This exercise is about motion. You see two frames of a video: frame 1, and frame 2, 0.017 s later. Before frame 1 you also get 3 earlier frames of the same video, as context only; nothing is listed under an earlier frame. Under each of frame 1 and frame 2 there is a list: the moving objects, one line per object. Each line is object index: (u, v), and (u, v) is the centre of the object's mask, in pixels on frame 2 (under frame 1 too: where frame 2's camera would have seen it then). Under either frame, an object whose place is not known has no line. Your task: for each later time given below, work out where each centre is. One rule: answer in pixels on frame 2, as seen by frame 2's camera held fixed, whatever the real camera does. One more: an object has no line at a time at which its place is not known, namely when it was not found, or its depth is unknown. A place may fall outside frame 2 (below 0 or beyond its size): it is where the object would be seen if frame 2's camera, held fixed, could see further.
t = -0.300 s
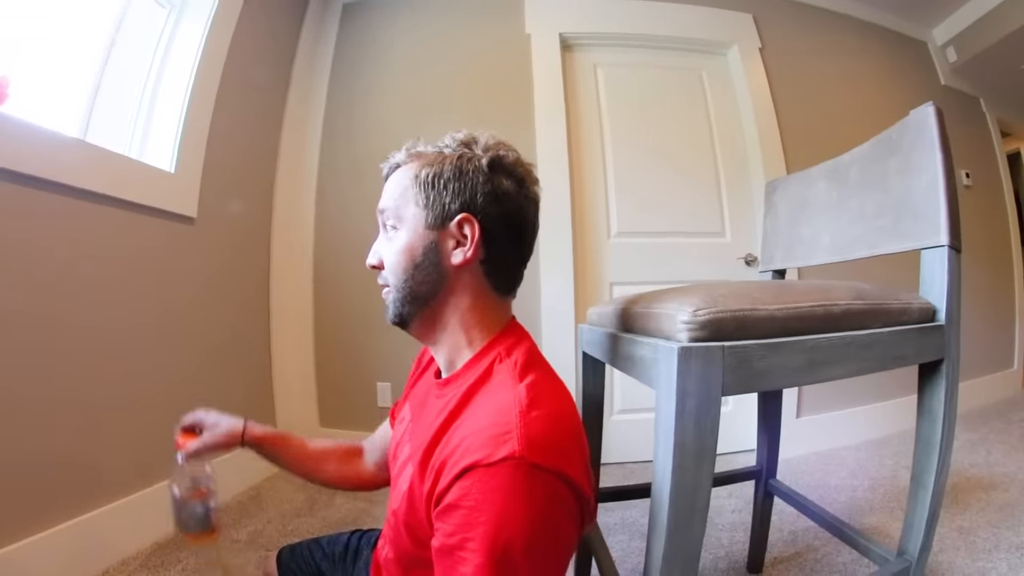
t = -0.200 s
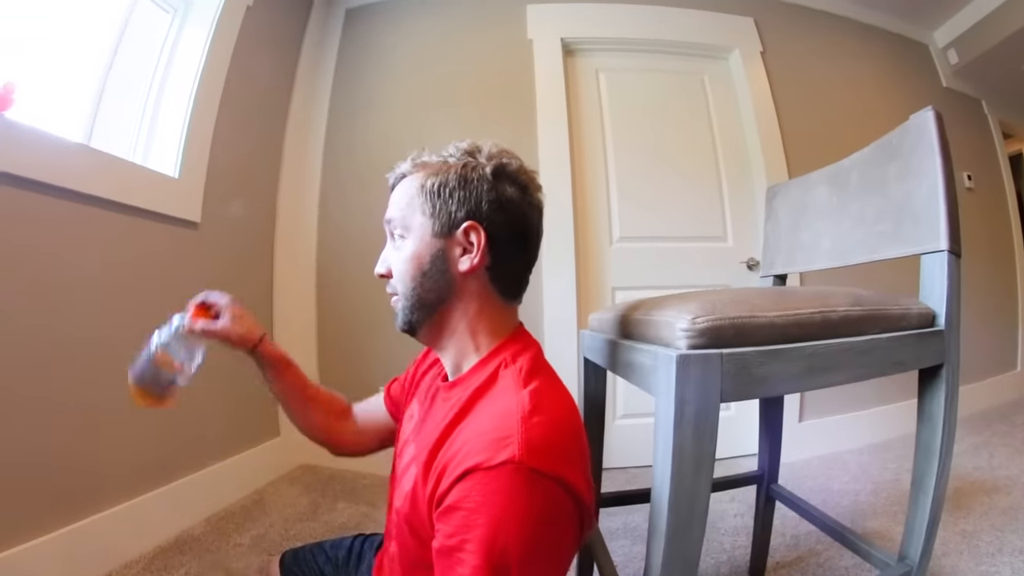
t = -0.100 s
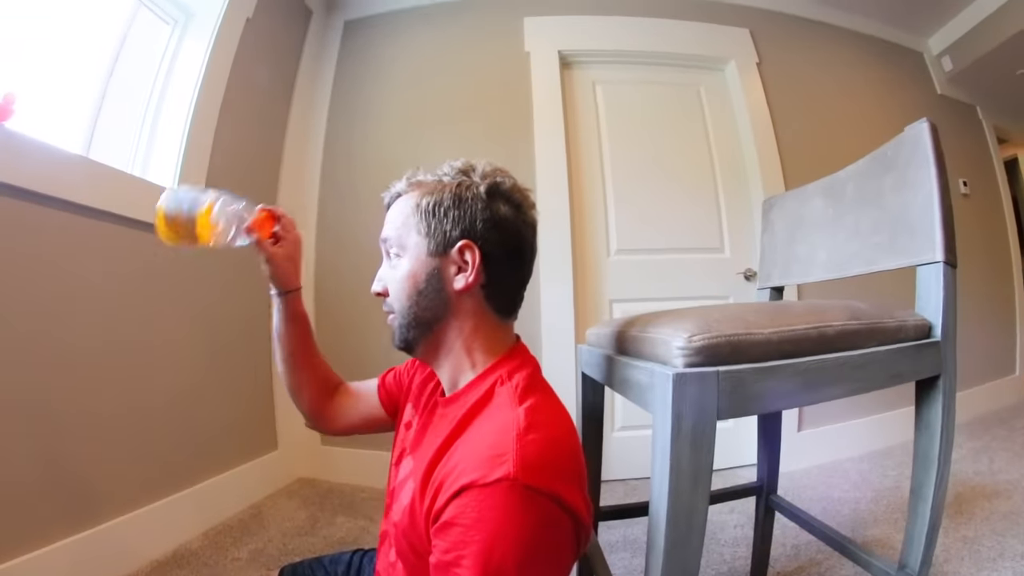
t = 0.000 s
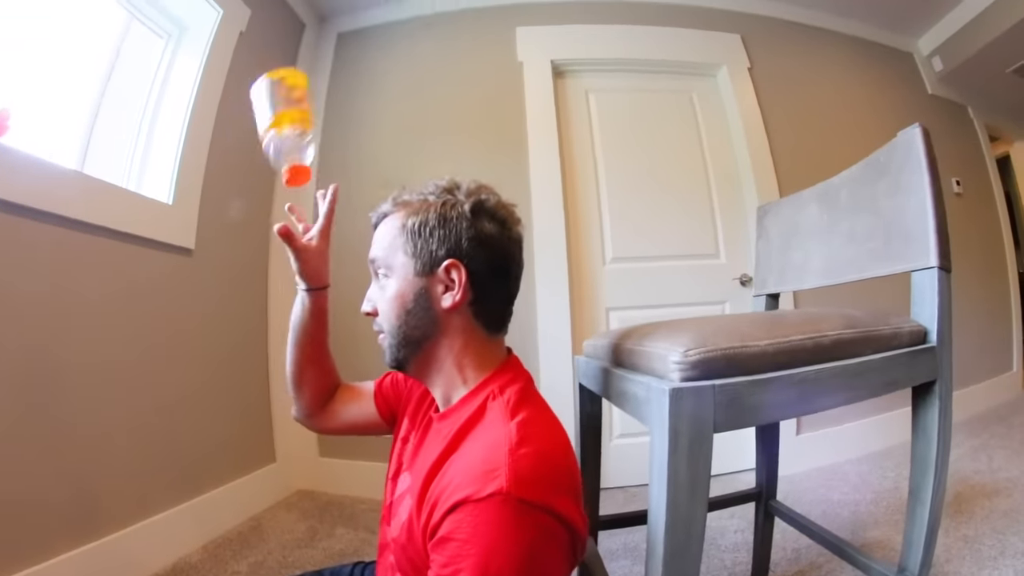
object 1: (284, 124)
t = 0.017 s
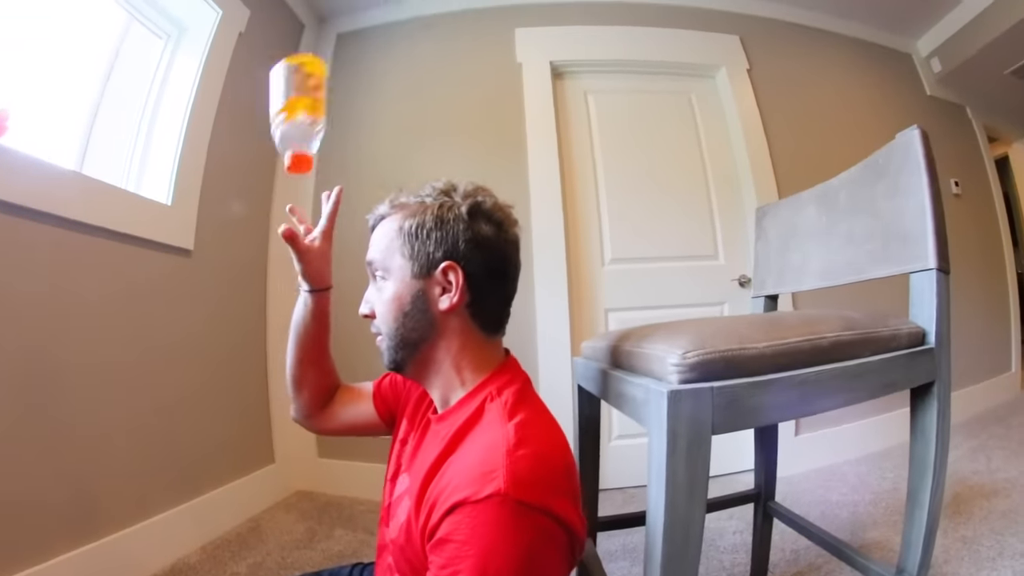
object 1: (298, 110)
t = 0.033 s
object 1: (312, 96)
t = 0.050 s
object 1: (326, 83)
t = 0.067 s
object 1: (340, 72)
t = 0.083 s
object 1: (355, 62)
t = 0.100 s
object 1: (370, 53)
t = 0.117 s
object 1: (384, 46)
